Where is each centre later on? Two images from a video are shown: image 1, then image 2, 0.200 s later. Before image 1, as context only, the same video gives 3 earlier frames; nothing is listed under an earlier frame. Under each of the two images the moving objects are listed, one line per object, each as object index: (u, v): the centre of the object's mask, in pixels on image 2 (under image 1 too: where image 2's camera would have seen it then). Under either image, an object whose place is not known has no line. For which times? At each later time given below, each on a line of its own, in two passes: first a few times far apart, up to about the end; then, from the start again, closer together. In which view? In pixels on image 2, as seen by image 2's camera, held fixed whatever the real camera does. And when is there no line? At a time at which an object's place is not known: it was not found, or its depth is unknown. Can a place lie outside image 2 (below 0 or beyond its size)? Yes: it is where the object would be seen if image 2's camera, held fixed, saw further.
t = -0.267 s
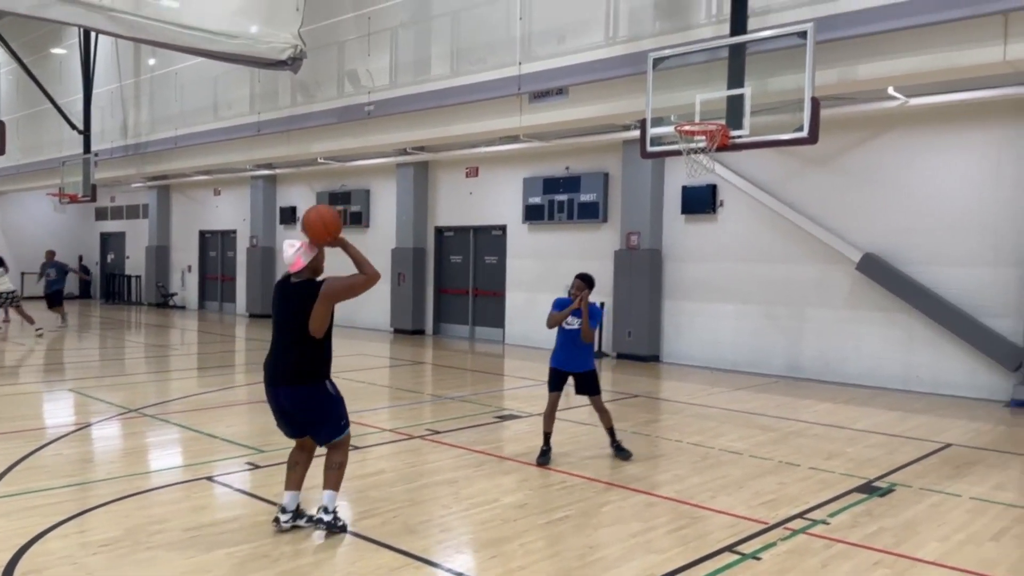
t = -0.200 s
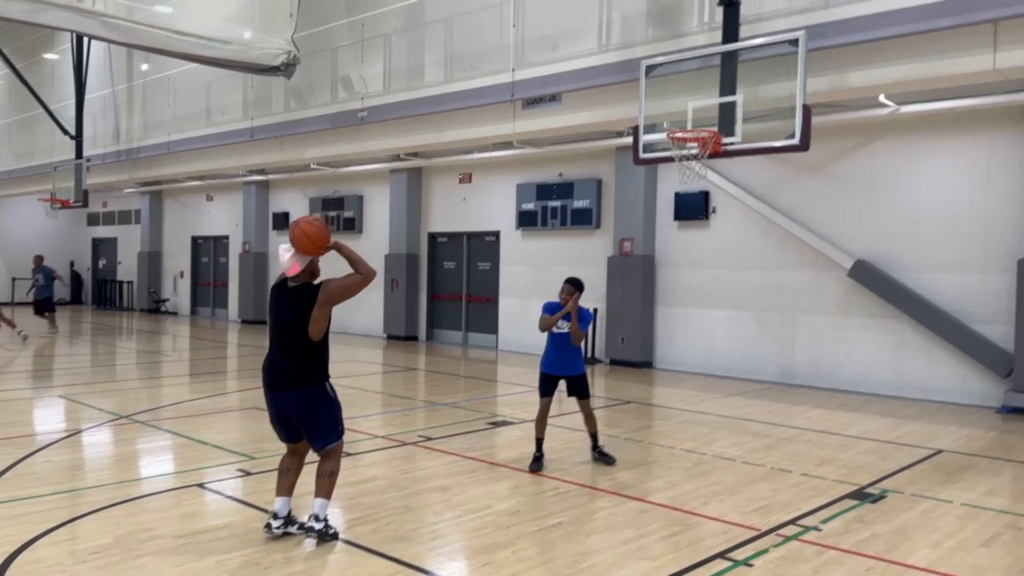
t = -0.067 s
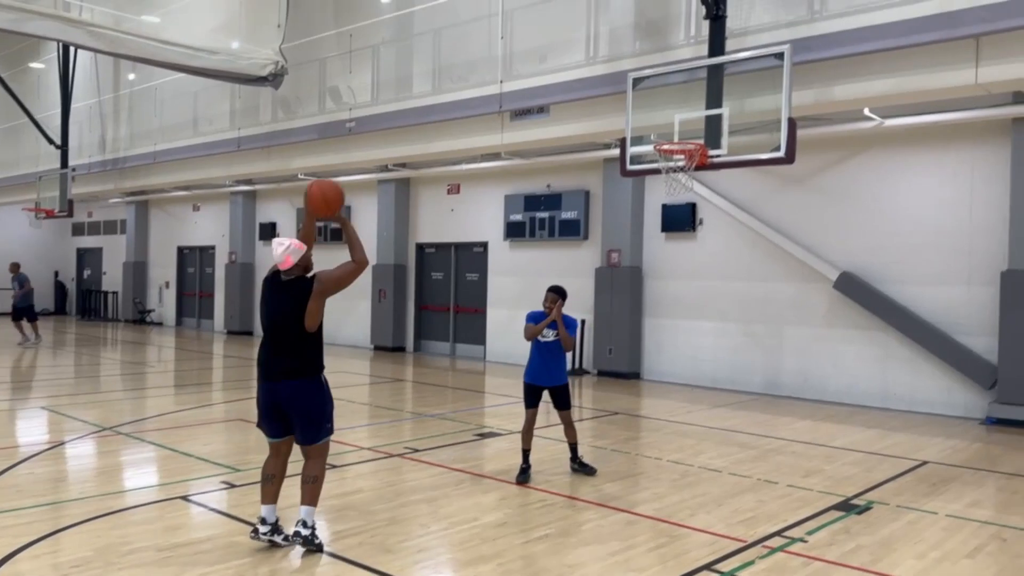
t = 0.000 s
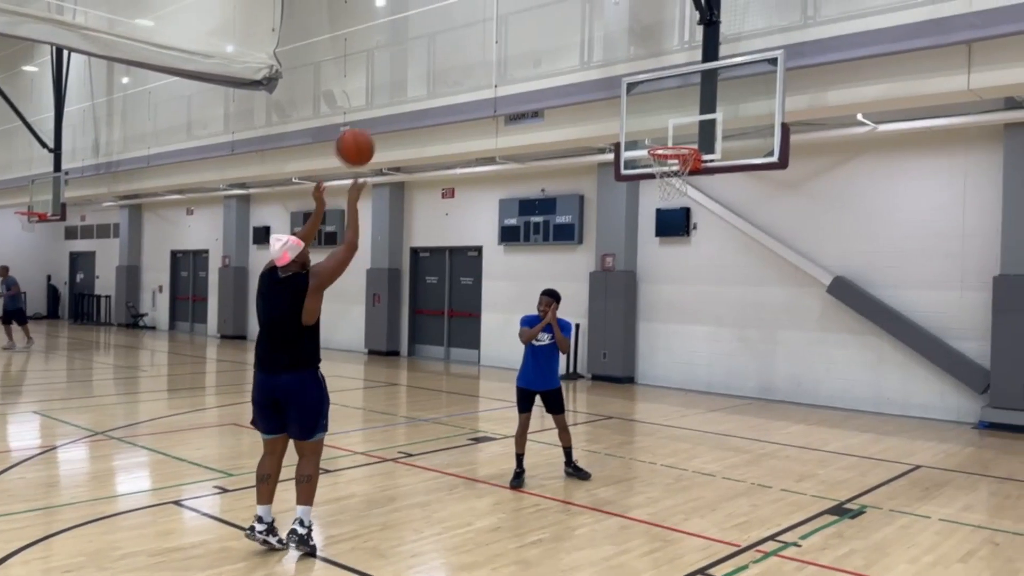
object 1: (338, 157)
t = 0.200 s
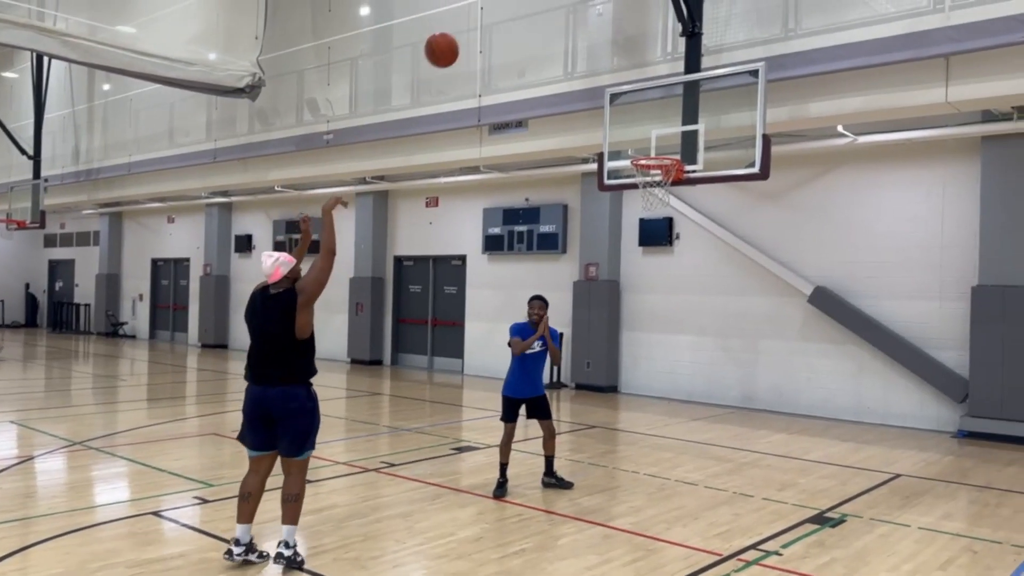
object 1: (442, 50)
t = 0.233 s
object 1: (457, 40)
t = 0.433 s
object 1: (534, 14)
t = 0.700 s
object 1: (613, 54)
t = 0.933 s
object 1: (666, 140)
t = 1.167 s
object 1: (615, 103)
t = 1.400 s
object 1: (549, 90)
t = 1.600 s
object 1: (495, 120)
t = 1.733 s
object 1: (458, 159)
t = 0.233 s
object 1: (457, 40)
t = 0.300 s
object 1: (485, 25)
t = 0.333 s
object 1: (498, 20)
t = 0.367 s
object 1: (510, 16)
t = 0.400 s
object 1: (522, 14)
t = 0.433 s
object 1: (534, 14)
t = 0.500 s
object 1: (556, 17)
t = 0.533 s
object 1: (566, 20)
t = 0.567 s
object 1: (576, 25)
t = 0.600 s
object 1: (586, 30)
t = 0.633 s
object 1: (595, 37)
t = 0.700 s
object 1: (613, 54)
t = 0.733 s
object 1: (621, 64)
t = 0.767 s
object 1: (629, 74)
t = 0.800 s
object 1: (637, 86)
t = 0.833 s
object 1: (645, 98)
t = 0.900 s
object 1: (659, 125)
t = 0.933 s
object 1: (666, 140)
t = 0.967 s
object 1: (672, 152)
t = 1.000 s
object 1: (663, 144)
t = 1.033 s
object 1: (653, 133)
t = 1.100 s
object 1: (634, 116)
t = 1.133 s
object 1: (625, 109)
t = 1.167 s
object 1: (615, 103)
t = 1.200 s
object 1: (606, 98)
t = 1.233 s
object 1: (596, 93)
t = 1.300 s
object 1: (578, 89)
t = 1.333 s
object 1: (568, 88)
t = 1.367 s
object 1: (559, 88)
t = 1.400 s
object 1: (549, 90)
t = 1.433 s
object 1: (540, 92)
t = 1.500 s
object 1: (521, 100)
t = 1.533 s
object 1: (512, 105)
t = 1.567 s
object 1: (503, 112)
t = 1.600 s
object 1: (495, 120)
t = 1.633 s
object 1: (485, 128)
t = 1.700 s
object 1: (467, 148)
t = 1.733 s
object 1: (458, 159)
